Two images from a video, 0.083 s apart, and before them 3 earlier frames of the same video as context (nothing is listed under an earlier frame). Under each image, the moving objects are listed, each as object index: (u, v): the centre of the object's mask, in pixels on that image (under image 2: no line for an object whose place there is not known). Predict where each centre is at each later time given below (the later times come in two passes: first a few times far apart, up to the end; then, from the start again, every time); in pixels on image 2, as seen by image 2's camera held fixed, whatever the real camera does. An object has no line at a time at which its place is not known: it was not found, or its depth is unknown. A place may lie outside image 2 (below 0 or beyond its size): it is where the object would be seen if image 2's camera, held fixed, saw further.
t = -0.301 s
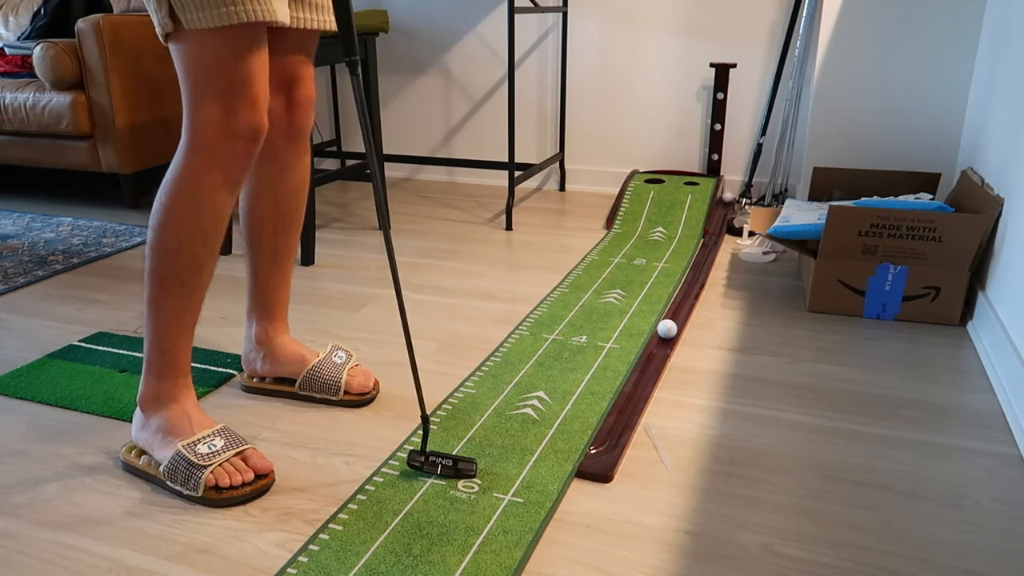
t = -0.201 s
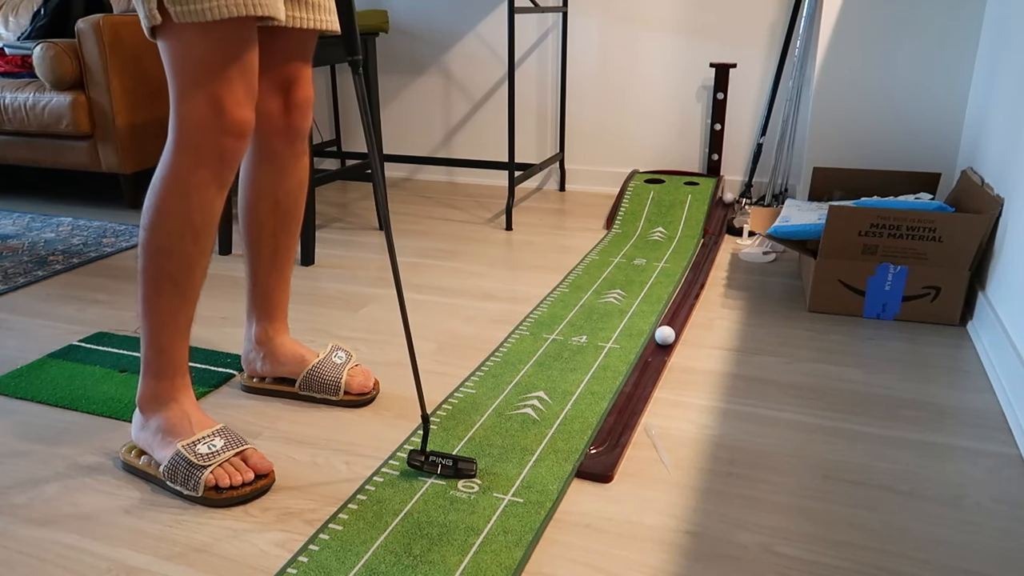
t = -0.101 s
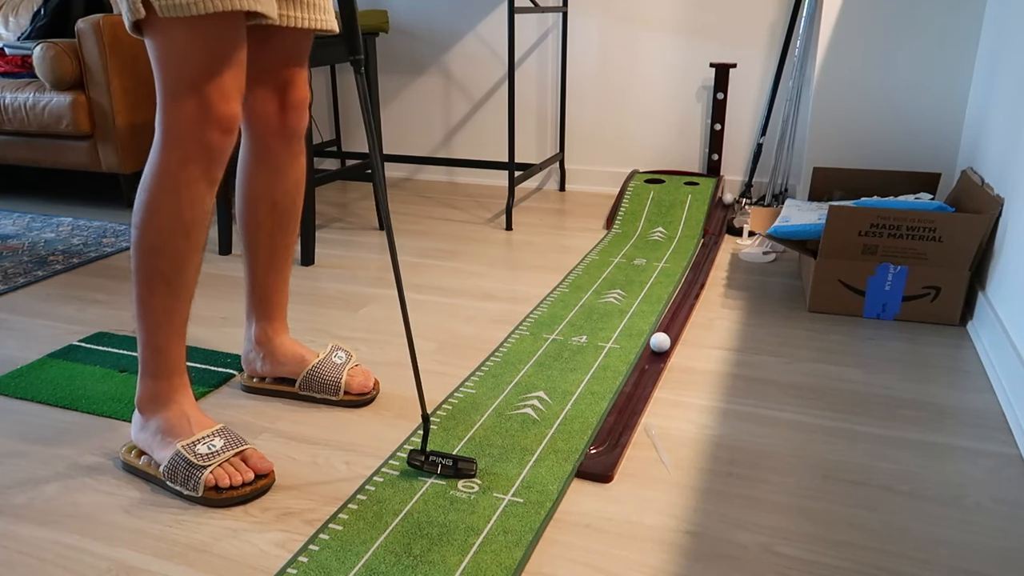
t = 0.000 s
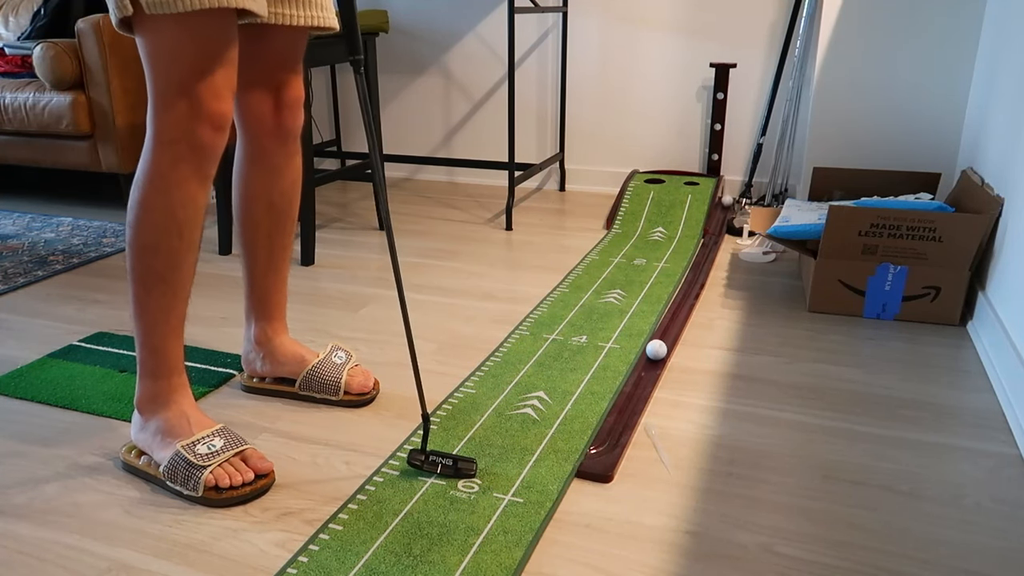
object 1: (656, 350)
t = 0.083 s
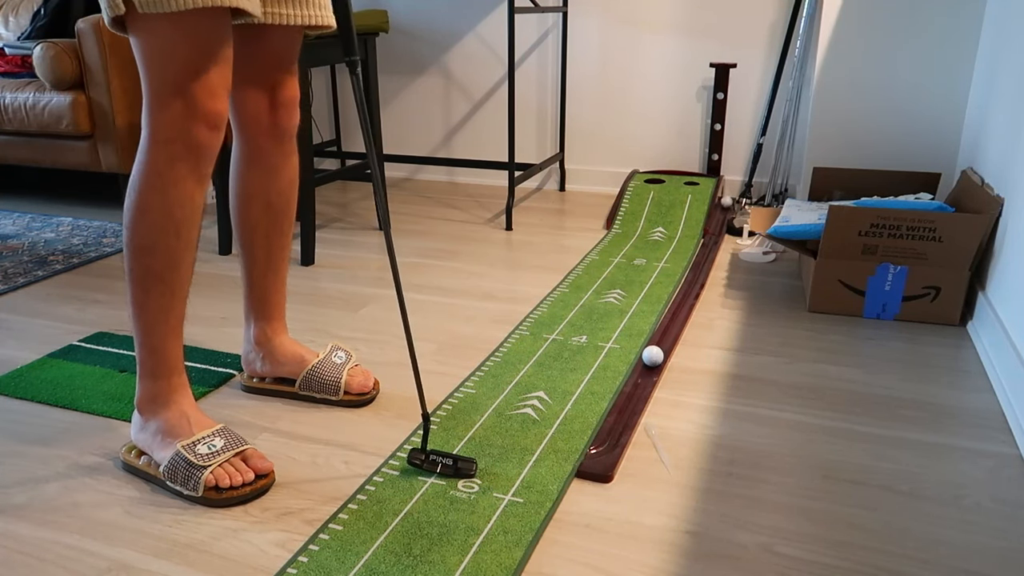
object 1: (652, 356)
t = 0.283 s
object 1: (644, 372)
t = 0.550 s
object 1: (633, 394)
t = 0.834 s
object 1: (618, 421)
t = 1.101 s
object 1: (594, 444)
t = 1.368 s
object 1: (538, 454)
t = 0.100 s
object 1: (652, 357)
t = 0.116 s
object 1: (651, 359)
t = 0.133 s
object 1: (650, 360)
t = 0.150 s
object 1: (650, 361)
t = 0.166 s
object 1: (649, 363)
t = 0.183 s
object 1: (649, 364)
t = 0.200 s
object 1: (648, 365)
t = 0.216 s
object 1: (647, 367)
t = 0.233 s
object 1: (646, 368)
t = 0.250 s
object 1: (645, 369)
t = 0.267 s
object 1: (645, 370)
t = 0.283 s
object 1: (644, 372)
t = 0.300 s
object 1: (644, 373)
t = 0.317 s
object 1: (643, 374)
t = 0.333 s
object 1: (642, 376)
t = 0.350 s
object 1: (641, 377)
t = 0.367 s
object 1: (640, 378)
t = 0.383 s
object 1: (640, 380)
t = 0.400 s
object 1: (639, 381)
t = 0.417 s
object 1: (639, 383)
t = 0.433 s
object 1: (638, 384)
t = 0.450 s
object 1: (637, 386)
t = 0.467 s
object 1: (636, 387)
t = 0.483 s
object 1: (635, 389)
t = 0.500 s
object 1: (635, 390)
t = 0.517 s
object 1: (634, 392)
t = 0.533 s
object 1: (634, 393)
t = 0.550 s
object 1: (633, 394)
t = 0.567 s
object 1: (632, 396)
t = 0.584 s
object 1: (631, 397)
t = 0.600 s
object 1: (630, 399)
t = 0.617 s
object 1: (629, 400)
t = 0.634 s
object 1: (629, 402)
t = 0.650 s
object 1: (628, 403)
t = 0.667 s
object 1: (627, 405)
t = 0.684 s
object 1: (626, 406)
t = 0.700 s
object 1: (625, 408)
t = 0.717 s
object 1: (625, 409)
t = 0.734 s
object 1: (624, 411)
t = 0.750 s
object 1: (623, 413)
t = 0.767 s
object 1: (622, 414)
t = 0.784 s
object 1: (621, 416)
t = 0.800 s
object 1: (620, 418)
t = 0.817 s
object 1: (619, 419)
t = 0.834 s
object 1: (618, 421)
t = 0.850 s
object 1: (618, 423)
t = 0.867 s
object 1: (618, 424)
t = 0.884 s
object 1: (617, 426)
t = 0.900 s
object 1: (615, 428)
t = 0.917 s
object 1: (614, 429)
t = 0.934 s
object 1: (613, 431)
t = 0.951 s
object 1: (612, 433)
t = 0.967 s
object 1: (611, 435)
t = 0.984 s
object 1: (610, 436)
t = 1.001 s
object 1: (609, 438)
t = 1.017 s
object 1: (608, 439)
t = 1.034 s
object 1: (606, 441)
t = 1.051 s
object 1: (603, 442)
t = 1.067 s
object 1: (600, 443)
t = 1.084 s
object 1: (597, 444)
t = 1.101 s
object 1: (594, 444)
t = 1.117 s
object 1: (591, 445)
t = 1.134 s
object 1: (588, 446)
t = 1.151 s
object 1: (585, 447)
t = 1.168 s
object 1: (582, 447)
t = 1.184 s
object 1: (579, 448)
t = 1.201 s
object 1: (576, 449)
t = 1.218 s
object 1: (572, 451)
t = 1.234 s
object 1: (569, 452)
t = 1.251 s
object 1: (565, 452)
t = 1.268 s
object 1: (561, 453)
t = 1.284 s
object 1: (557, 453)
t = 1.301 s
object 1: (554, 453)
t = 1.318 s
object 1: (550, 453)
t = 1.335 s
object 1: (546, 454)
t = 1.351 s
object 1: (542, 454)
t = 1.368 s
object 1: (538, 454)
